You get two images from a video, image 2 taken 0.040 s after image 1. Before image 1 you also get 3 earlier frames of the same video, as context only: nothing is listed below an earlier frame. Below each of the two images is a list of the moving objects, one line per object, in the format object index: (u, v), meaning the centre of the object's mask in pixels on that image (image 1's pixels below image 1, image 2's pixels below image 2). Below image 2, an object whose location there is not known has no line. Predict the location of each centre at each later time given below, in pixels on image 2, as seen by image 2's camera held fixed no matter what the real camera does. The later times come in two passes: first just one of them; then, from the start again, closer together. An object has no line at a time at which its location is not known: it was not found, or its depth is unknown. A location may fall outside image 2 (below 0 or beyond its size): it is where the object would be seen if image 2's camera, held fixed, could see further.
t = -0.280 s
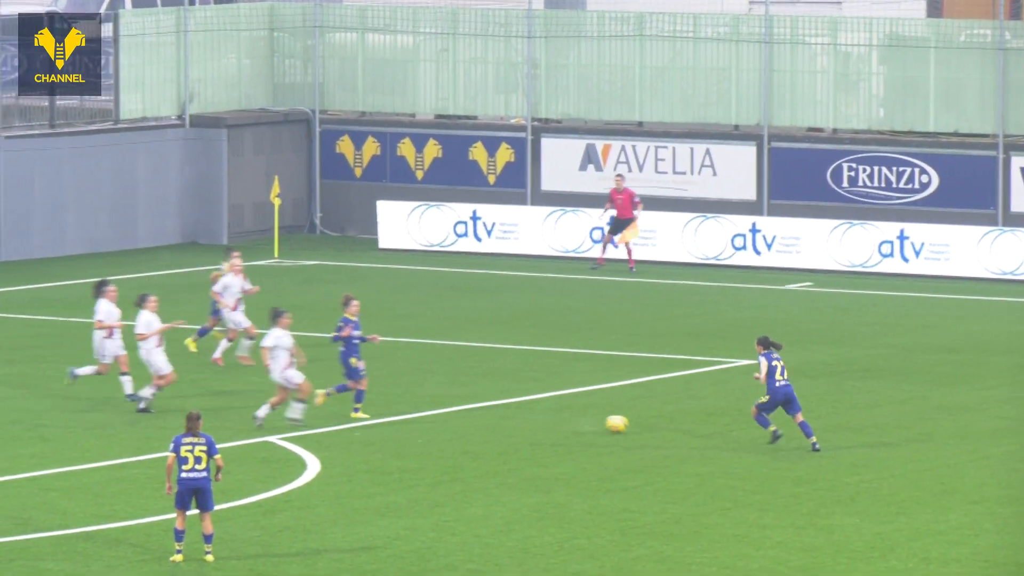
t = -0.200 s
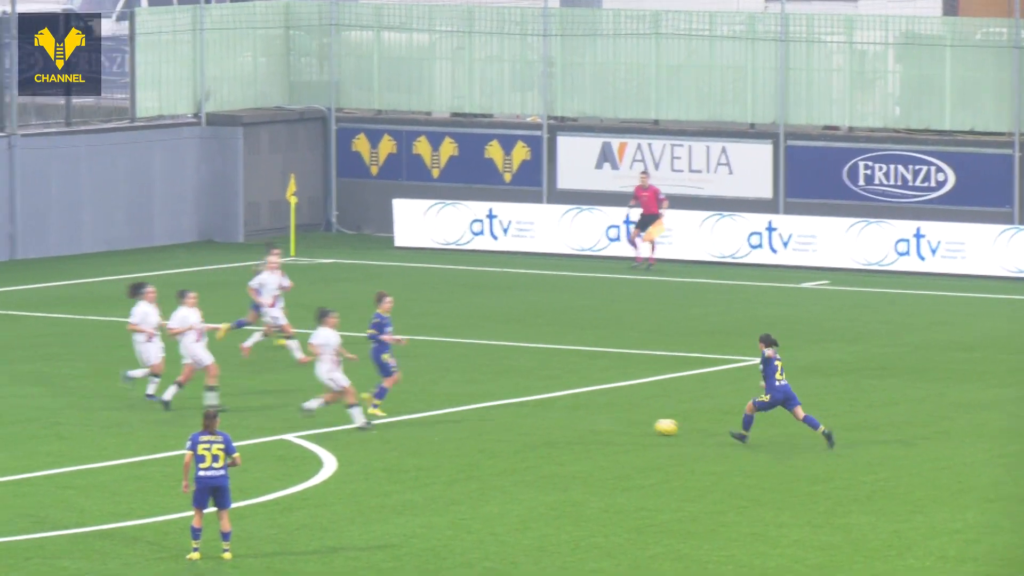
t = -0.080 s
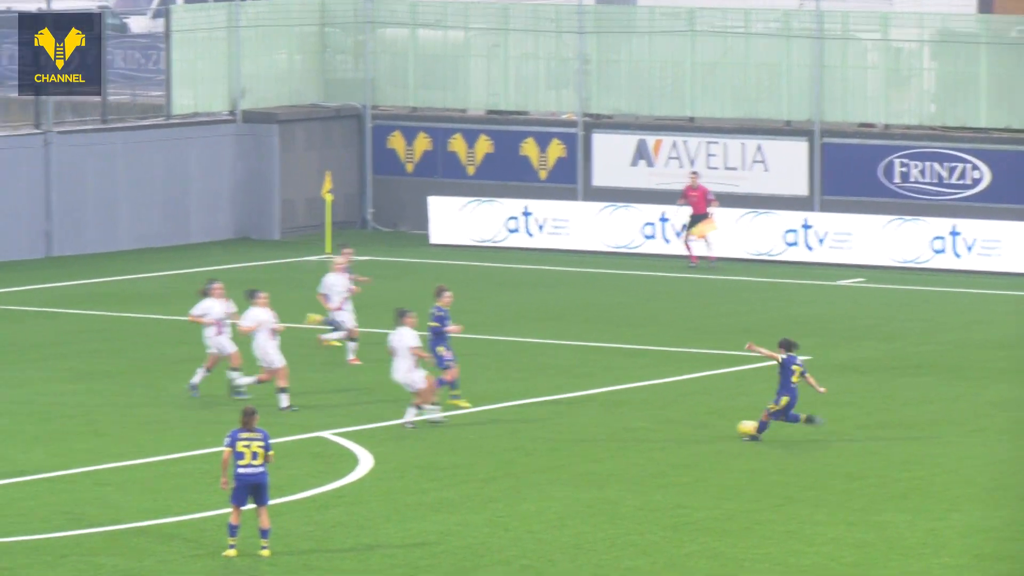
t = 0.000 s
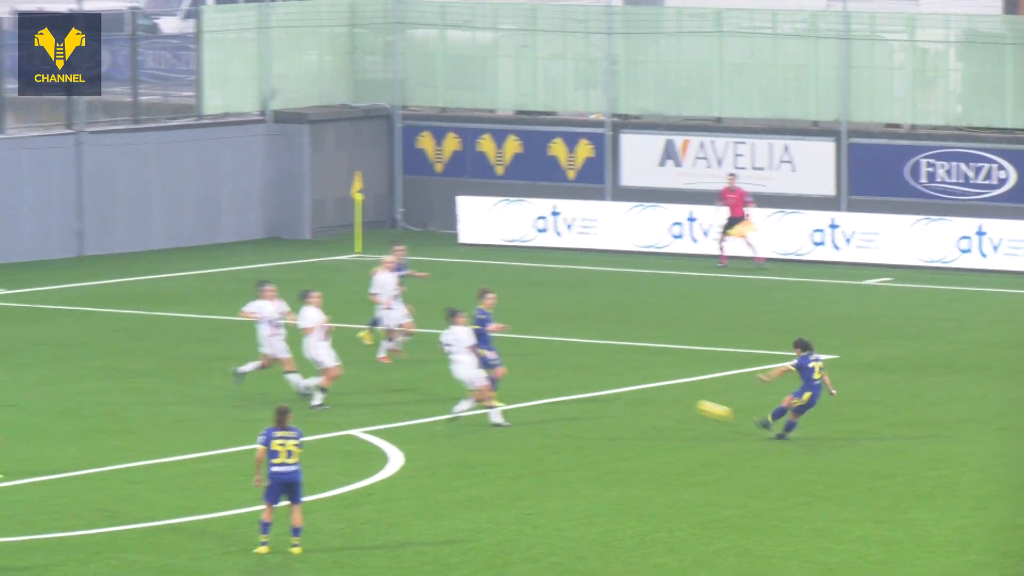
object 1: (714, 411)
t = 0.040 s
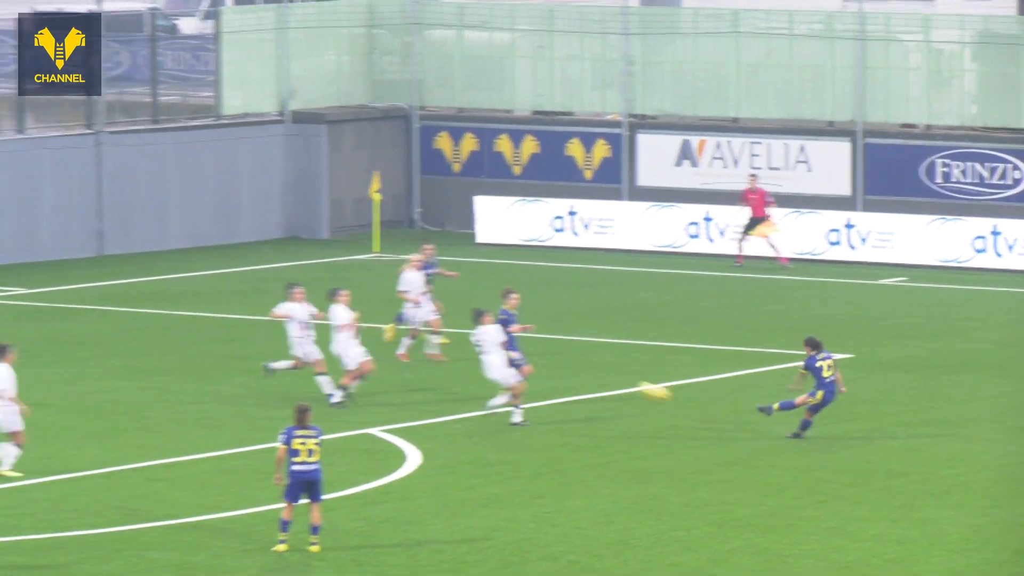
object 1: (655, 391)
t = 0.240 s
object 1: (295, 314)
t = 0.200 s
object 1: (364, 328)
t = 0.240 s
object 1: (295, 314)
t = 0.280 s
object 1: (228, 301)
